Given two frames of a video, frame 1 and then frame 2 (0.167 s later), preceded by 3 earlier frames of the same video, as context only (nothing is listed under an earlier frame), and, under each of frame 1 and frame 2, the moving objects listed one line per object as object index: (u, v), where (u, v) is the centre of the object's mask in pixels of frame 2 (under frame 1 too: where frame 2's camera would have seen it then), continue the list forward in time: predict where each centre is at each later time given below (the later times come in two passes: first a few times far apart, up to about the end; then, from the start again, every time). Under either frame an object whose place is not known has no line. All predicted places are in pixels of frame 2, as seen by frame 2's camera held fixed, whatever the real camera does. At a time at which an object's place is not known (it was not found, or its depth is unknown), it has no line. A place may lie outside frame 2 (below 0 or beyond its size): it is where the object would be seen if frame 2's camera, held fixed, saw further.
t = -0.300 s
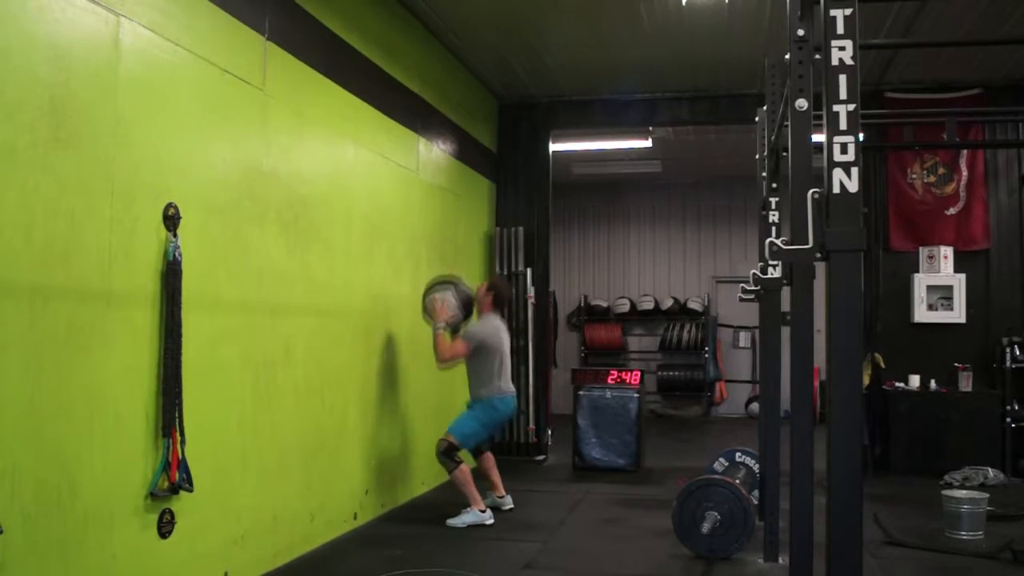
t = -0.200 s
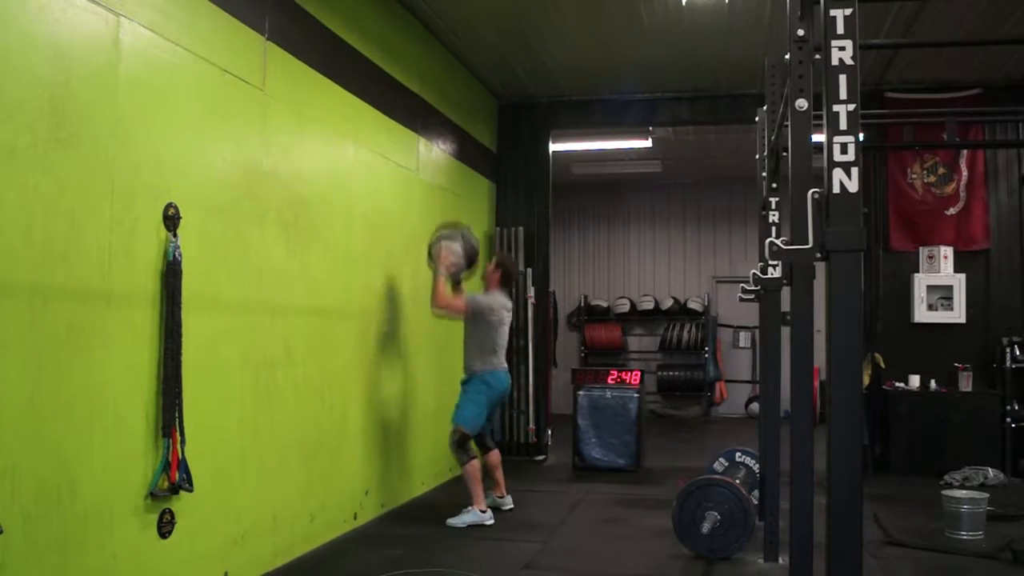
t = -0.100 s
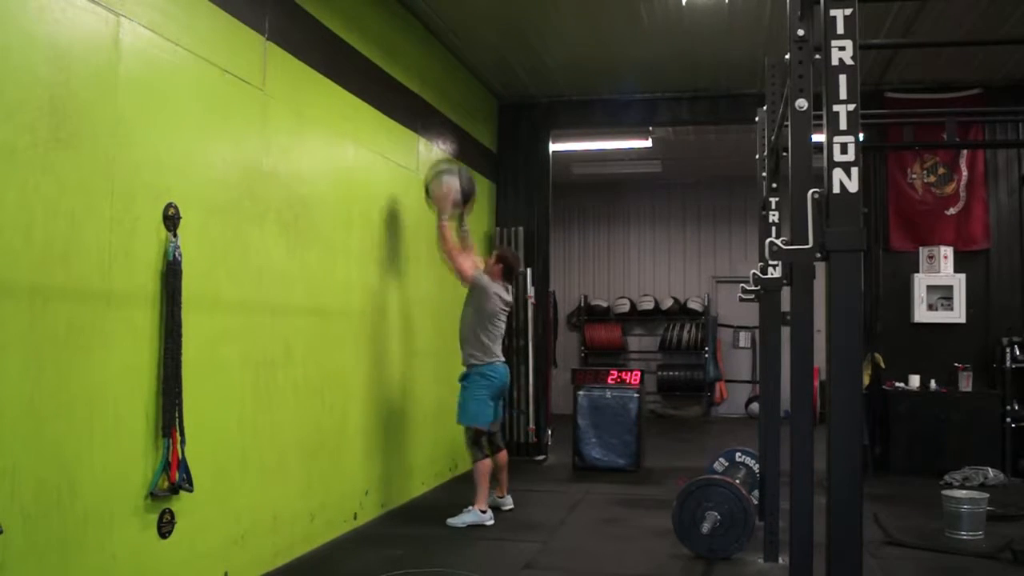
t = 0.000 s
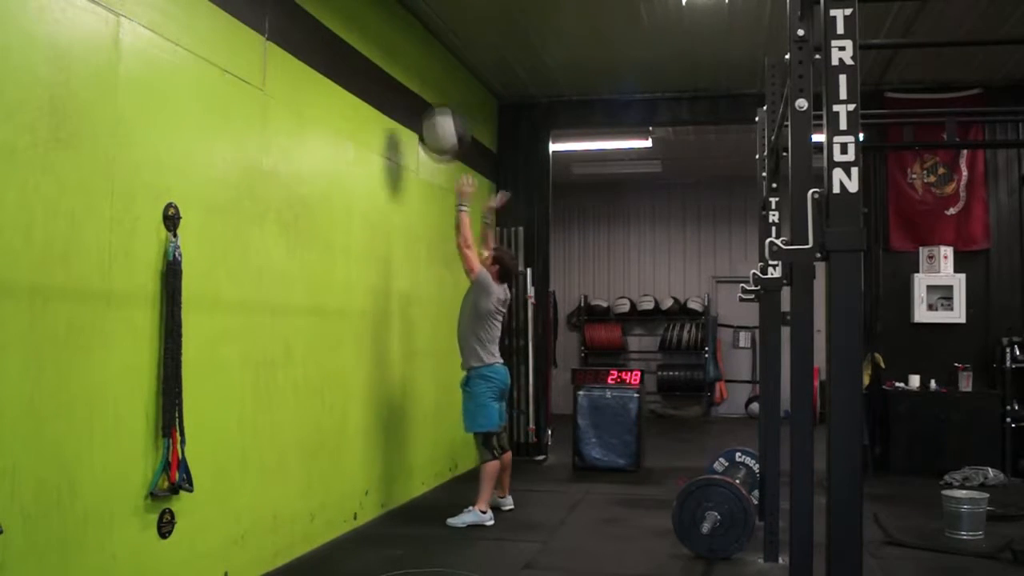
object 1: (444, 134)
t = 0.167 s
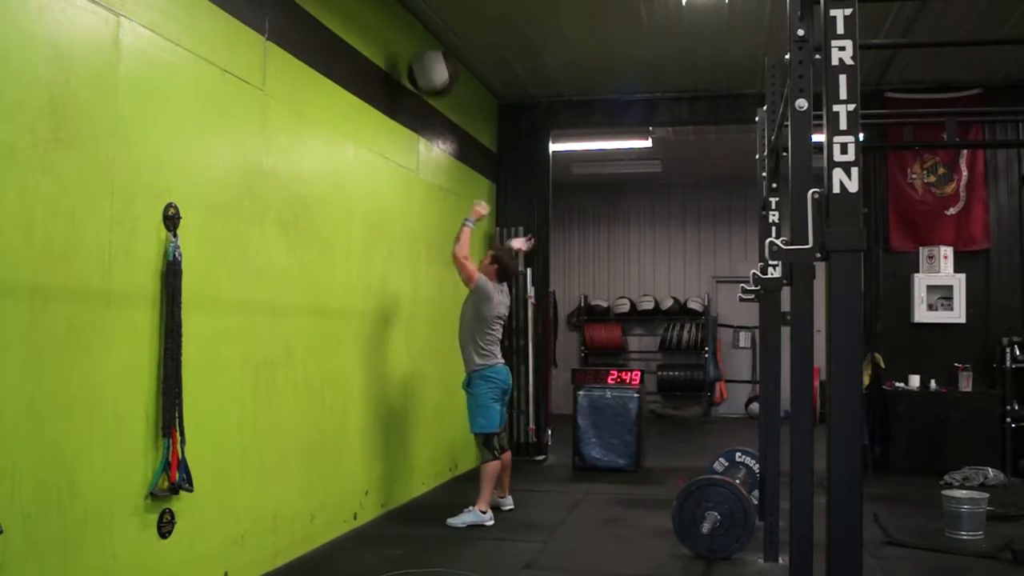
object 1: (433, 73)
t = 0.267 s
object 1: (425, 54)
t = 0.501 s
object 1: (414, 60)
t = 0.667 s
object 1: (420, 103)
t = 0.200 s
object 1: (429, 64)
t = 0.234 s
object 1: (427, 59)
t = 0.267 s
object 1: (425, 54)
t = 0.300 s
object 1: (423, 50)
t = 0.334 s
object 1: (420, 49)
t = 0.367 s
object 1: (418, 49)
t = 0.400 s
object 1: (415, 51)
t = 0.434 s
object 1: (414, 53)
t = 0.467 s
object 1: (413, 56)
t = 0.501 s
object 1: (414, 60)
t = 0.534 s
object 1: (416, 66)
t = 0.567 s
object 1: (417, 72)
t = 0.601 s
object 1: (419, 80)
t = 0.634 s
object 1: (419, 89)
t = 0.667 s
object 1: (420, 103)
